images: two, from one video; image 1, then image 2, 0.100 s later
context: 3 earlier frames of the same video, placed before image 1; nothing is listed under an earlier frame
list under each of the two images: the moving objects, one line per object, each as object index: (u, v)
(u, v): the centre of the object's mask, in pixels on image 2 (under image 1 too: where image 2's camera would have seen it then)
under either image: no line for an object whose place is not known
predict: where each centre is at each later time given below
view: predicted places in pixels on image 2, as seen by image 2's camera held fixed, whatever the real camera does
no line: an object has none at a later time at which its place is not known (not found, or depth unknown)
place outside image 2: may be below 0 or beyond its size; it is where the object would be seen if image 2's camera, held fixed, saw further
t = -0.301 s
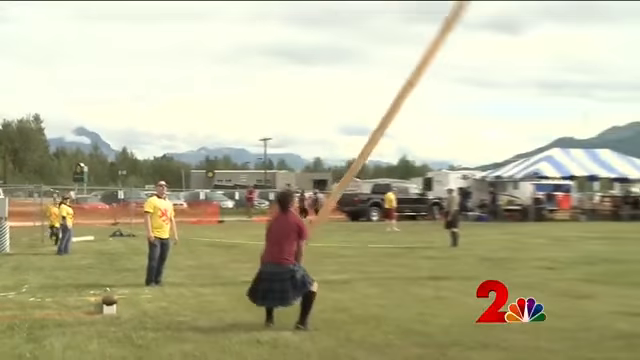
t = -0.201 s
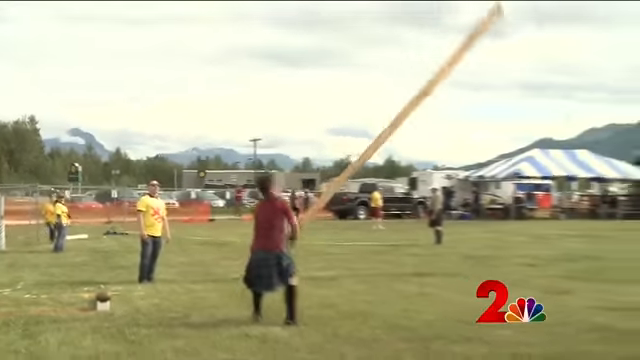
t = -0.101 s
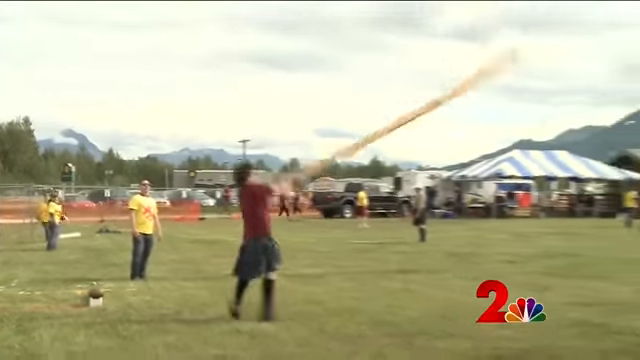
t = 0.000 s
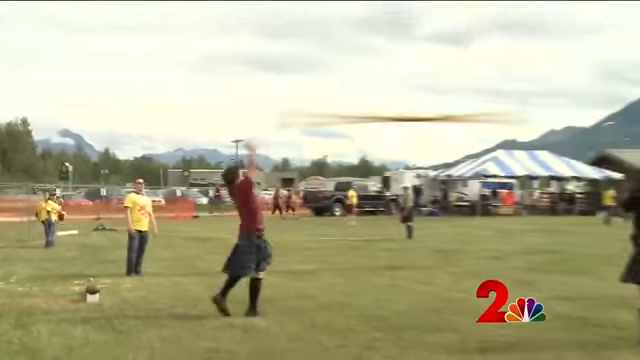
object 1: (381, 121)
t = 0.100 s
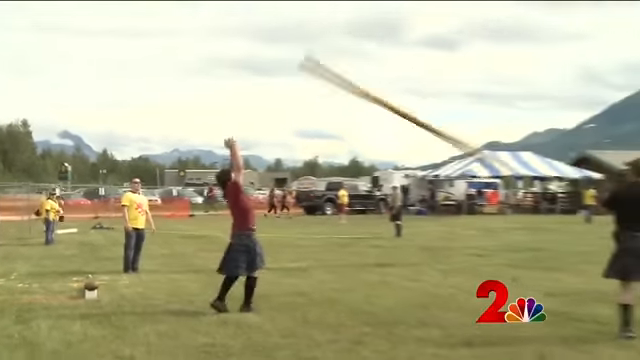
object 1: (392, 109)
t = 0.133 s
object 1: (402, 105)
